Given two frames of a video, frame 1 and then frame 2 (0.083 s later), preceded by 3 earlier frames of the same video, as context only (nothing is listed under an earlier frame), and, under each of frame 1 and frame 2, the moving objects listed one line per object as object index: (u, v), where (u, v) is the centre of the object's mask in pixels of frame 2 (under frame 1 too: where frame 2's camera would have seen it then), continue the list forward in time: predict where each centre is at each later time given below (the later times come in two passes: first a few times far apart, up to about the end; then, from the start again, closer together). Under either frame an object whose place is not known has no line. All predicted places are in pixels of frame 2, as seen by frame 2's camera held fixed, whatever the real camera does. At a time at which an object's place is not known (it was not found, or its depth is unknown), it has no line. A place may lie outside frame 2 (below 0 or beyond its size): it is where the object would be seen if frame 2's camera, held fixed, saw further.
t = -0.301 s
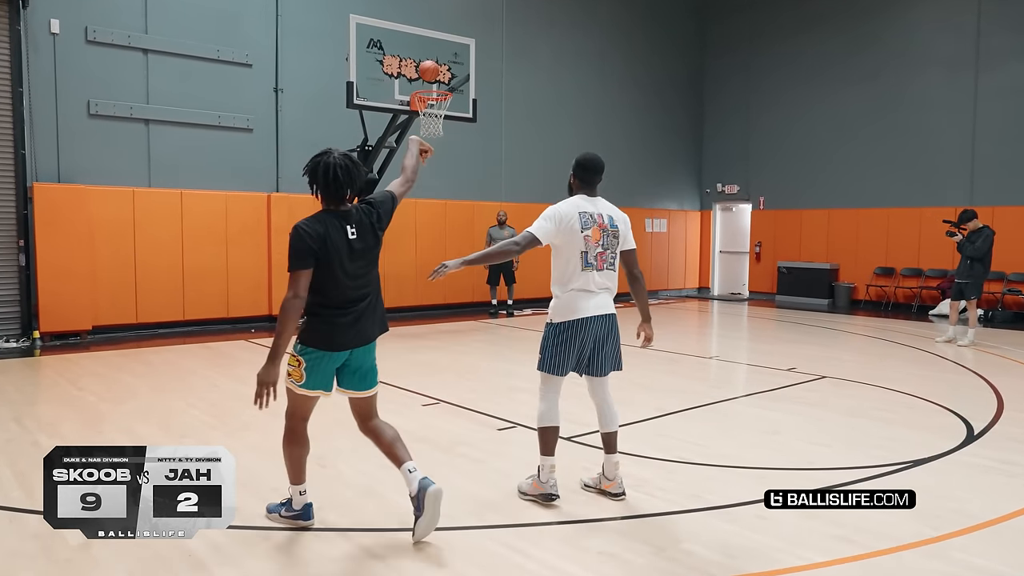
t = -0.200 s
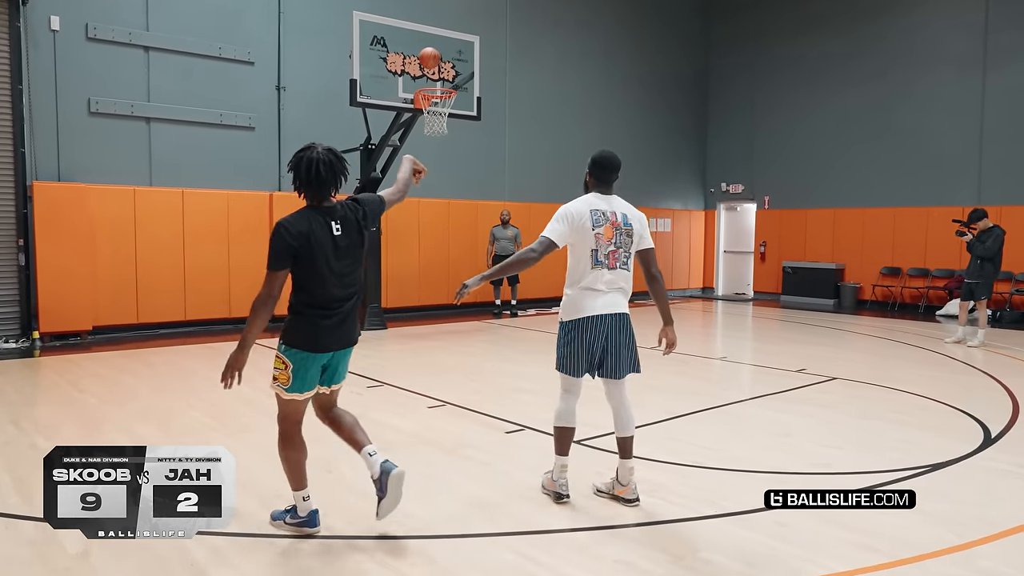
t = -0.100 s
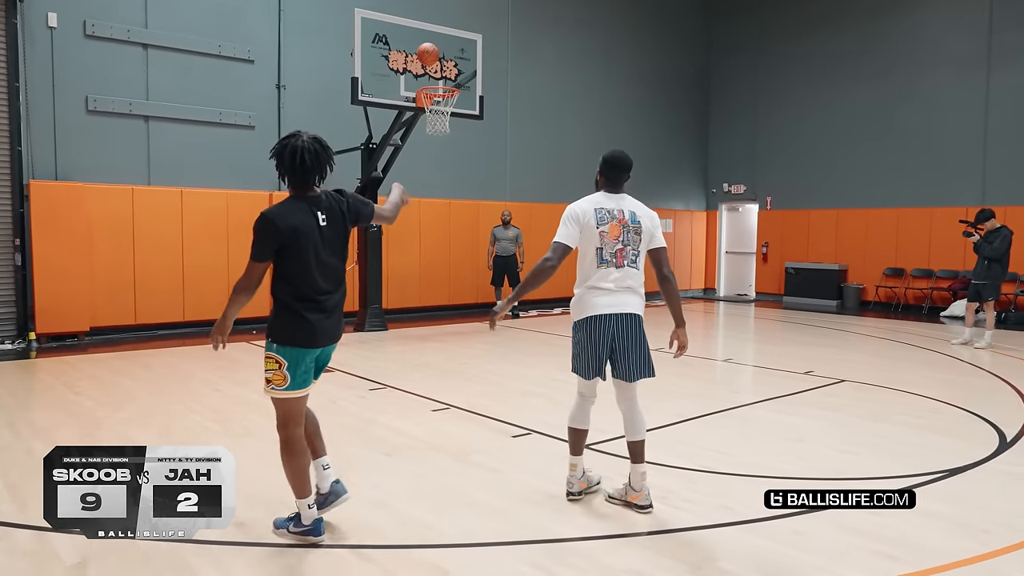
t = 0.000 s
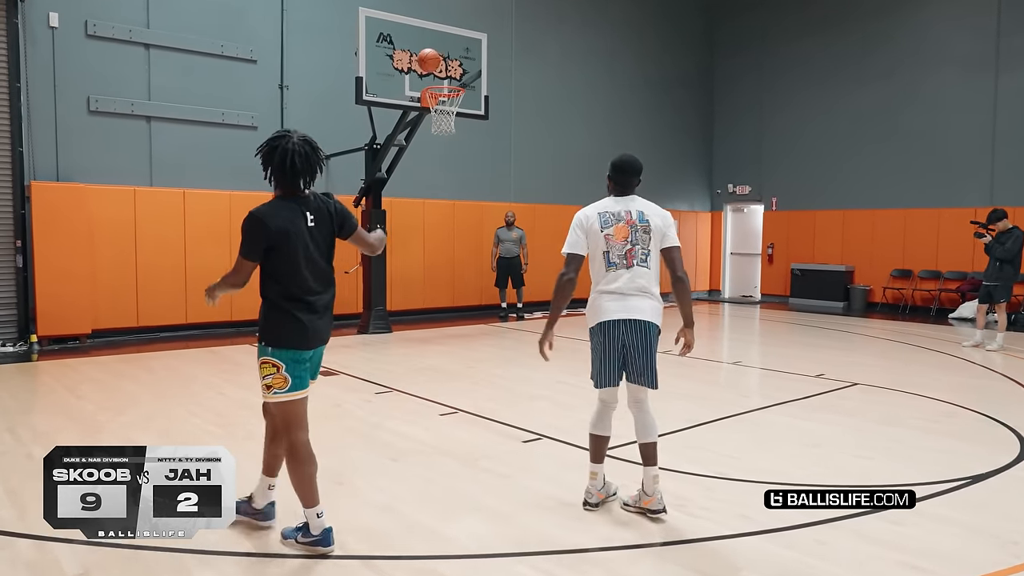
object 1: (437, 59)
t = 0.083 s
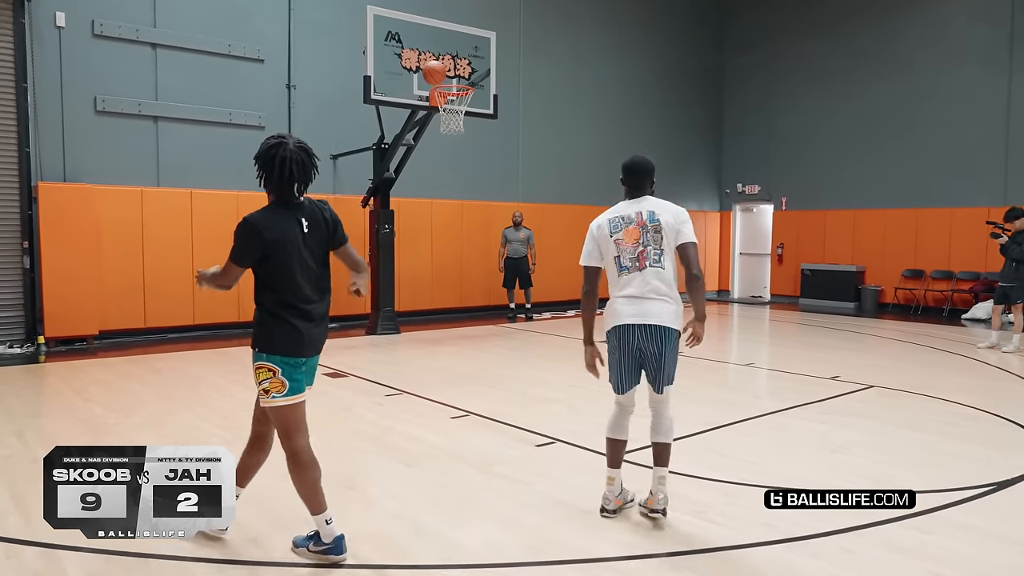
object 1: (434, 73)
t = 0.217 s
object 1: (430, 110)
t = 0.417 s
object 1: (423, 209)
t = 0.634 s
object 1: (406, 386)
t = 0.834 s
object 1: (414, 283)
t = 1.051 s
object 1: (415, 205)
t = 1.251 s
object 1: (413, 181)
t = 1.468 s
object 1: (407, 221)
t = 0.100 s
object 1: (434, 76)
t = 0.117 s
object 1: (433, 80)
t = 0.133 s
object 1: (432, 84)
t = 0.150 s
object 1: (433, 91)
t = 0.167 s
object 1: (432, 94)
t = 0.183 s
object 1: (432, 99)
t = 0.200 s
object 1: (430, 105)
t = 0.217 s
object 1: (430, 110)
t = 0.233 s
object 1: (429, 117)
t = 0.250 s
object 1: (428, 123)
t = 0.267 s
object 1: (428, 130)
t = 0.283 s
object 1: (427, 137)
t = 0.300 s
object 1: (427, 145)
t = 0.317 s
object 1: (426, 153)
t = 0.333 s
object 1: (426, 161)
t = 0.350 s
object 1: (425, 170)
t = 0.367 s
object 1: (425, 180)
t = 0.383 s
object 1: (424, 189)
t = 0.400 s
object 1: (424, 199)
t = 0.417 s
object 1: (423, 209)
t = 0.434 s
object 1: (422, 220)
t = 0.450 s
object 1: (421, 231)
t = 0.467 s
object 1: (421, 243)
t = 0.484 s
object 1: (420, 255)
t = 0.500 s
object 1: (419, 268)
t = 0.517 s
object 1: (417, 281)
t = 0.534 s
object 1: (418, 297)
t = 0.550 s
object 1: (417, 312)
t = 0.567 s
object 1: (416, 325)
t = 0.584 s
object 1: (412, 339)
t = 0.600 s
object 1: (410, 355)
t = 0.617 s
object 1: (409, 370)
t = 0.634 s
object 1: (406, 386)
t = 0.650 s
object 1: (406, 381)
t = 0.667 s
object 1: (407, 372)
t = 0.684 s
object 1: (408, 363)
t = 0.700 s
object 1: (409, 354)
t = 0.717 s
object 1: (410, 344)
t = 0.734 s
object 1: (410, 334)
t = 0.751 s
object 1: (411, 325)
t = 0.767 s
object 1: (414, 318)
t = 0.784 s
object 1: (414, 309)
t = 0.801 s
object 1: (414, 300)
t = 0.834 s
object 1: (414, 283)
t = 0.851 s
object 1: (414, 275)
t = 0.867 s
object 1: (414, 268)
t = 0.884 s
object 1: (414, 260)
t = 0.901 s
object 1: (414, 253)
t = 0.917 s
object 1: (414, 246)
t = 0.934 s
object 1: (415, 240)
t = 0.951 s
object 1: (415, 234)
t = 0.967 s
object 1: (415, 228)
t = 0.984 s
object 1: (416, 222)
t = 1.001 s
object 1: (415, 217)
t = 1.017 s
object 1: (415, 212)
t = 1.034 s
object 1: (415, 210)
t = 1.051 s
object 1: (415, 205)
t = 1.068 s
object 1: (415, 201)
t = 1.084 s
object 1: (414, 197)
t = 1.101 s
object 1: (414, 194)
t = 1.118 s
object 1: (415, 191)
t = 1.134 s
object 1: (414, 188)
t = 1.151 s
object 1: (414, 186)
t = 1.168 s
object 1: (414, 184)
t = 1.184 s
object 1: (414, 183)
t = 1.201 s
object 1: (414, 182)
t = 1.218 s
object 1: (413, 181)
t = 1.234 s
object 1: (413, 181)
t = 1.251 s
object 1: (413, 181)
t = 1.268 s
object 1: (413, 182)
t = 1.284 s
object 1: (412, 183)
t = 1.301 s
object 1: (412, 184)
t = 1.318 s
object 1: (411, 186)
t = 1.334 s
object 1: (411, 188)
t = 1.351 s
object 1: (411, 190)
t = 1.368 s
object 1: (411, 194)
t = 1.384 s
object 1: (410, 197)
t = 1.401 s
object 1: (410, 201)
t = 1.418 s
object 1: (408, 205)
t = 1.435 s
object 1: (408, 210)
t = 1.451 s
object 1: (407, 215)
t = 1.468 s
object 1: (407, 221)
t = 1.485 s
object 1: (405, 227)
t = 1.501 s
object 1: (403, 234)
